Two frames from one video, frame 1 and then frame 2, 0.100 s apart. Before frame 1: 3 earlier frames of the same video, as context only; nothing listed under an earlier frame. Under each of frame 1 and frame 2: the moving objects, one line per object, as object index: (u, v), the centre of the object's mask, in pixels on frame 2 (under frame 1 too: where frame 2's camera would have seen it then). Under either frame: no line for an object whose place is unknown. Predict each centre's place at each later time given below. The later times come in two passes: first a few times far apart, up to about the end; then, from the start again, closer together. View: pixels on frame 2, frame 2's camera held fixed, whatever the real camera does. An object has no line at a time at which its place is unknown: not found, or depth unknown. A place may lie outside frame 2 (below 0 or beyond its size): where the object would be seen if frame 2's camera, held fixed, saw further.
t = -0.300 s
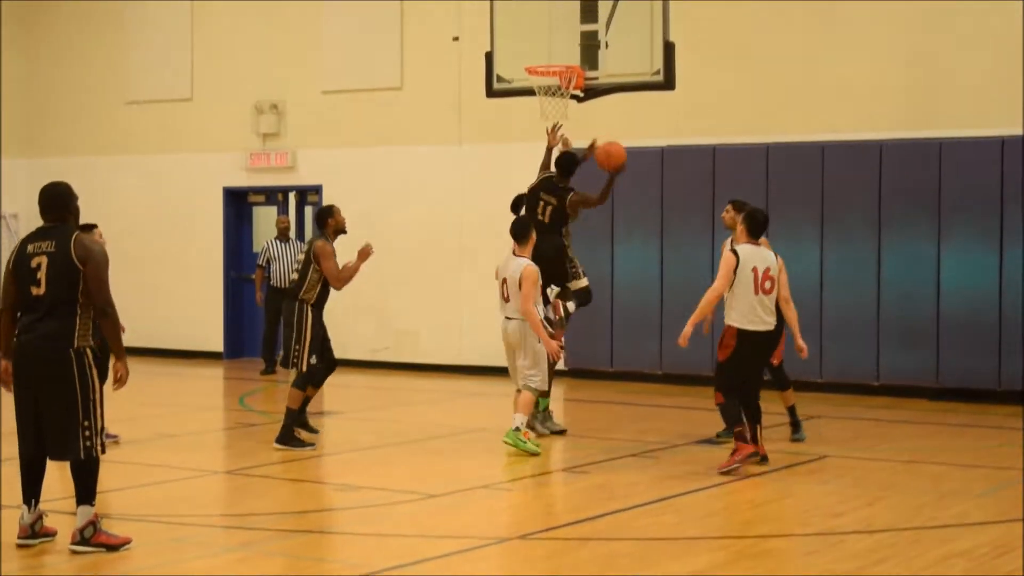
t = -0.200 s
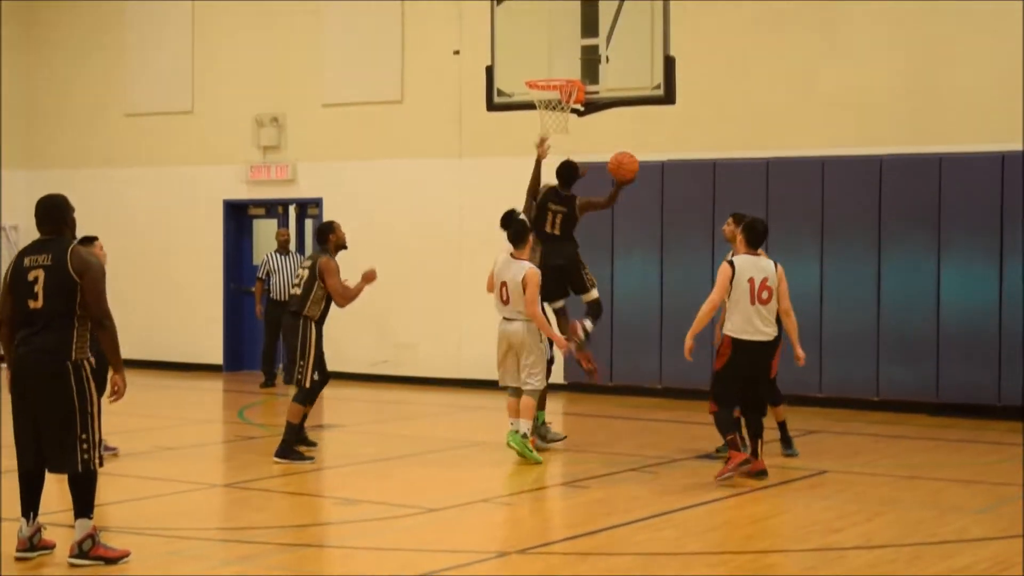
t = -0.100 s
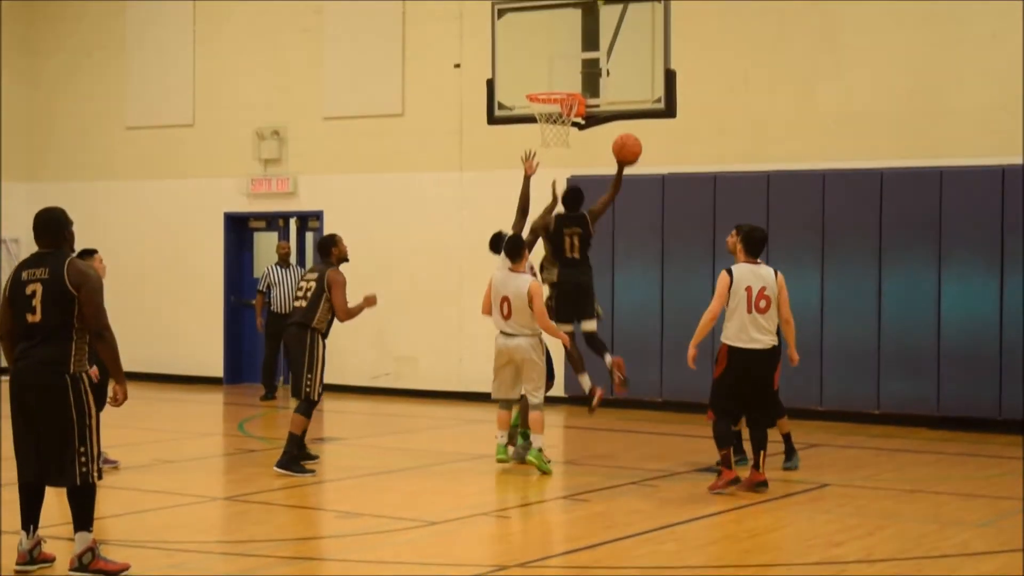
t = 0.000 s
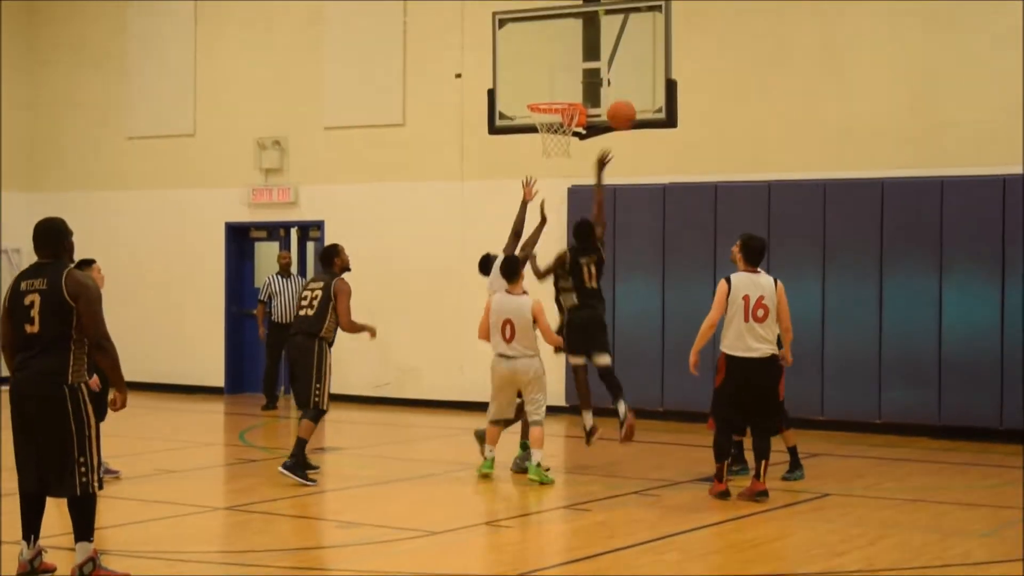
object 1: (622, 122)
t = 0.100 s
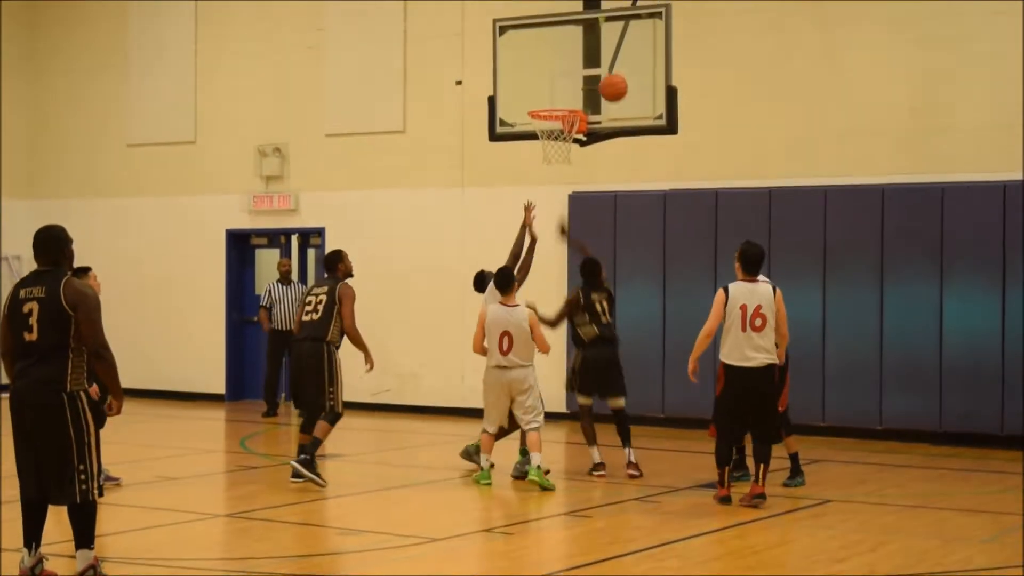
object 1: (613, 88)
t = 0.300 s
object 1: (597, 57)
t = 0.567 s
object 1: (564, 82)
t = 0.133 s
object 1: (610, 80)
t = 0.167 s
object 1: (608, 72)
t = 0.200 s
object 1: (605, 67)
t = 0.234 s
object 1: (602, 62)
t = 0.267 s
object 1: (600, 59)
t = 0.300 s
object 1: (597, 57)
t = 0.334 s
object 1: (595, 57)
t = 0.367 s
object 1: (592, 58)
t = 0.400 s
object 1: (589, 60)
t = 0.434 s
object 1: (587, 63)
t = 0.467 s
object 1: (583, 67)
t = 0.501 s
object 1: (577, 70)
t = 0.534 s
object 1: (570, 75)
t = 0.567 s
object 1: (564, 82)
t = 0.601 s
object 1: (557, 89)
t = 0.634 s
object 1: (550, 97)
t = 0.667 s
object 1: (543, 103)
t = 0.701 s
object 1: (543, 115)
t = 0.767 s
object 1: (554, 133)
